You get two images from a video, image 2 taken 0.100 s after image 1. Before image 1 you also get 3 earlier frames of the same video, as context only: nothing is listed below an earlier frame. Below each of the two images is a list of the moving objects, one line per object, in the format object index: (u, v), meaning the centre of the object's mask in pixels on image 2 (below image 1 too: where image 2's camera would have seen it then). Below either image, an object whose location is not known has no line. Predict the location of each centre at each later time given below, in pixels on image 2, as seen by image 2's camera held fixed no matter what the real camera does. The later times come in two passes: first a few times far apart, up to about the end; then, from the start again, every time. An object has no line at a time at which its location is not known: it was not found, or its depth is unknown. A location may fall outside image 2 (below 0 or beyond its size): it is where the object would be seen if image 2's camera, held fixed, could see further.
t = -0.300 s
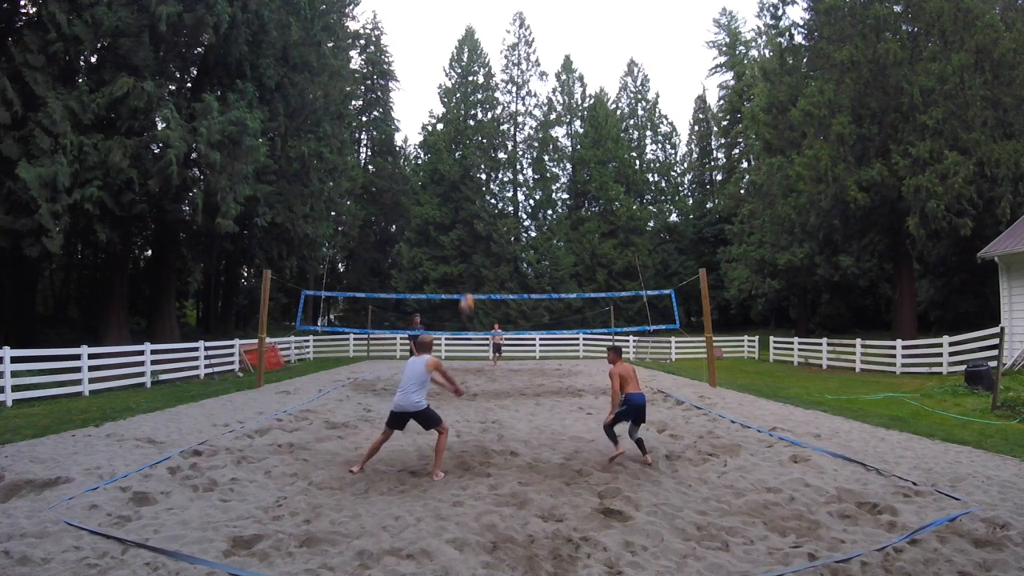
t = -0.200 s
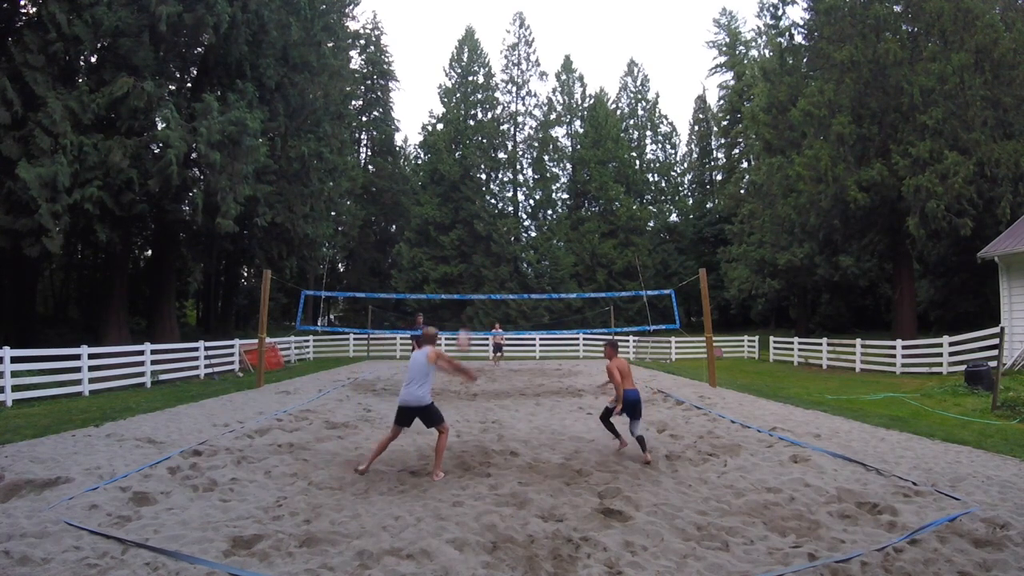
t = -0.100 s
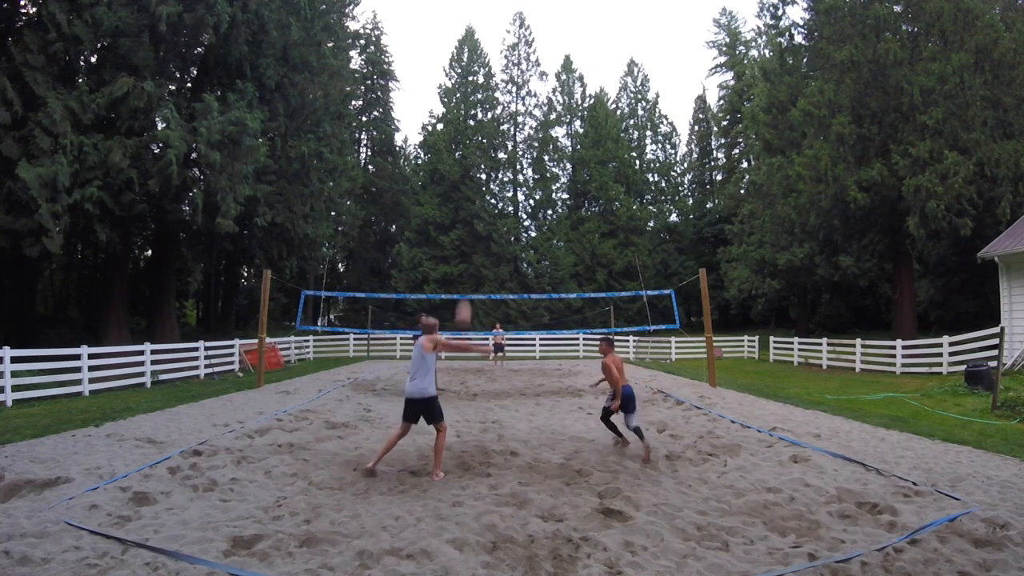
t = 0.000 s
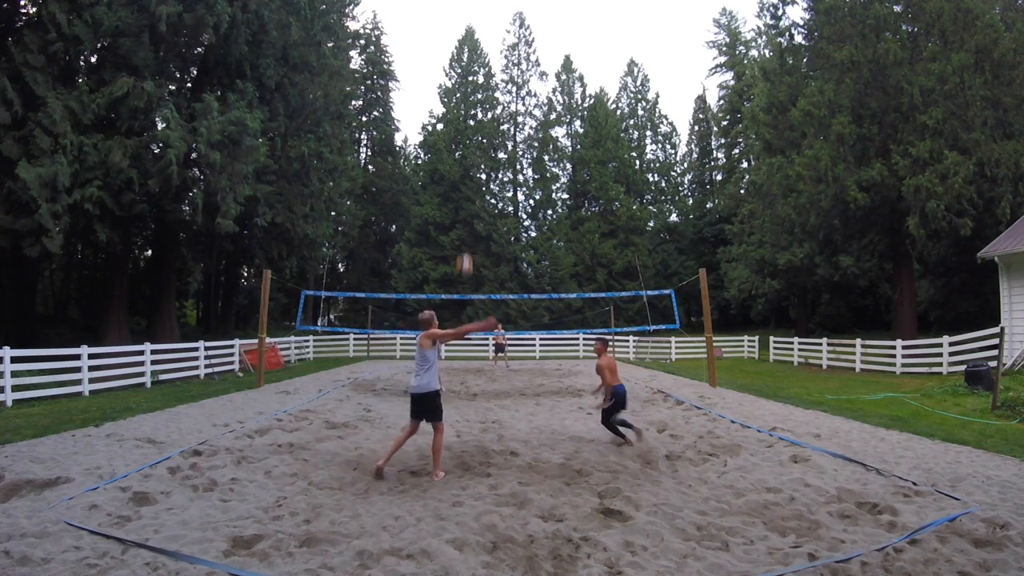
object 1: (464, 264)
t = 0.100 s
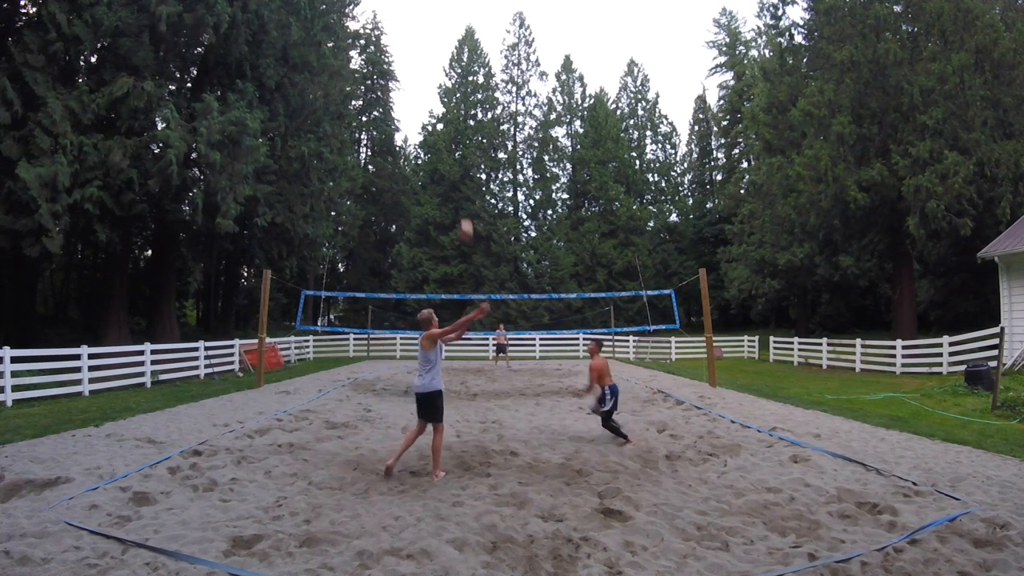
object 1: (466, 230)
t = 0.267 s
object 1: (466, 190)
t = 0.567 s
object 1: (468, 176)
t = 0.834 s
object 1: (469, 204)
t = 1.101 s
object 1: (468, 264)
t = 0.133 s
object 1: (466, 218)
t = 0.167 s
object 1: (466, 211)
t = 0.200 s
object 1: (466, 202)
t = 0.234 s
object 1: (466, 195)
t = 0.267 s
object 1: (466, 190)
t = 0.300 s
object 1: (466, 186)
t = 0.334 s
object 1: (467, 183)
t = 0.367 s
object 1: (467, 180)
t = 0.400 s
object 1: (468, 178)
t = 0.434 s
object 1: (468, 176)
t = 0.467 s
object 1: (468, 176)
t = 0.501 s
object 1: (468, 175)
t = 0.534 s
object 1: (468, 176)
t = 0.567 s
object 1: (468, 176)
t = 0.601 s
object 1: (469, 177)
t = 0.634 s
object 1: (468, 178)
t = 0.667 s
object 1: (468, 181)
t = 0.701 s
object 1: (468, 185)
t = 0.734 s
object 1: (468, 189)
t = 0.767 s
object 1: (468, 193)
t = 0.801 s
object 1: (469, 199)
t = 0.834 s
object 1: (469, 204)
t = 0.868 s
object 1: (469, 210)
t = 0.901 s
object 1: (469, 217)
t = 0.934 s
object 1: (469, 223)
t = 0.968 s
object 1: (470, 230)
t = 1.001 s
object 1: (469, 237)
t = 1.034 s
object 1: (469, 246)
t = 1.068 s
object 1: (468, 255)
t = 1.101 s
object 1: (468, 264)
